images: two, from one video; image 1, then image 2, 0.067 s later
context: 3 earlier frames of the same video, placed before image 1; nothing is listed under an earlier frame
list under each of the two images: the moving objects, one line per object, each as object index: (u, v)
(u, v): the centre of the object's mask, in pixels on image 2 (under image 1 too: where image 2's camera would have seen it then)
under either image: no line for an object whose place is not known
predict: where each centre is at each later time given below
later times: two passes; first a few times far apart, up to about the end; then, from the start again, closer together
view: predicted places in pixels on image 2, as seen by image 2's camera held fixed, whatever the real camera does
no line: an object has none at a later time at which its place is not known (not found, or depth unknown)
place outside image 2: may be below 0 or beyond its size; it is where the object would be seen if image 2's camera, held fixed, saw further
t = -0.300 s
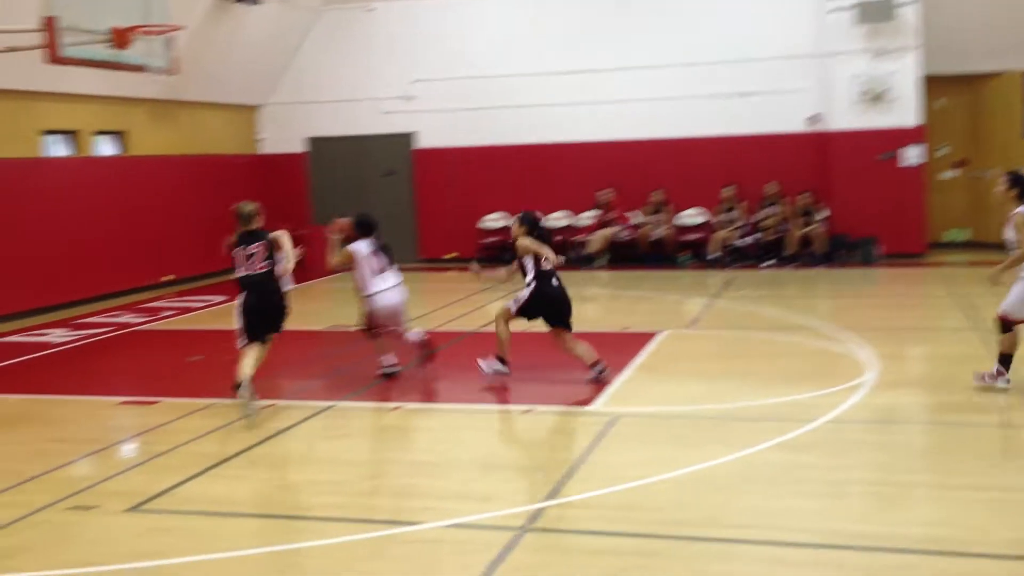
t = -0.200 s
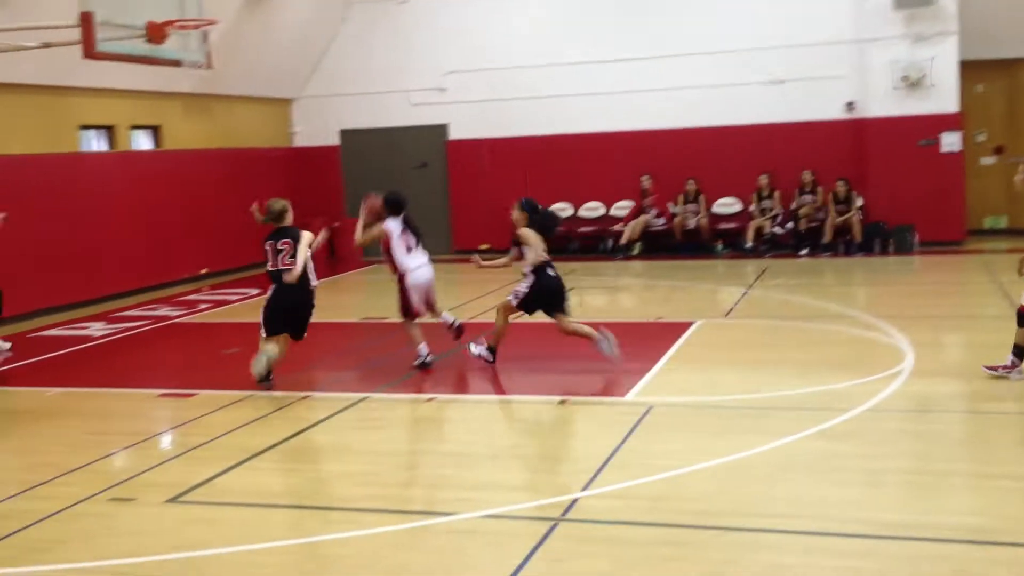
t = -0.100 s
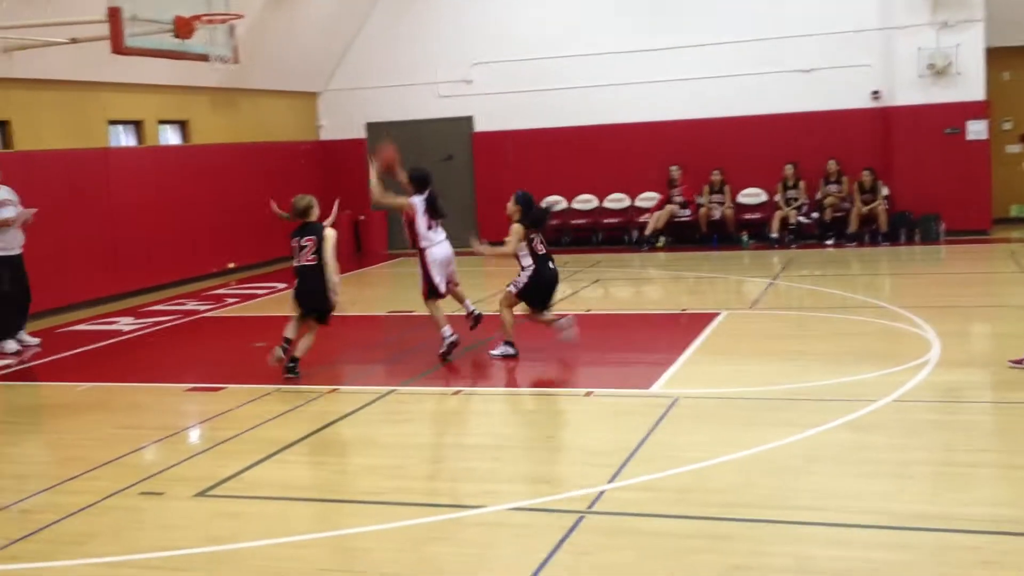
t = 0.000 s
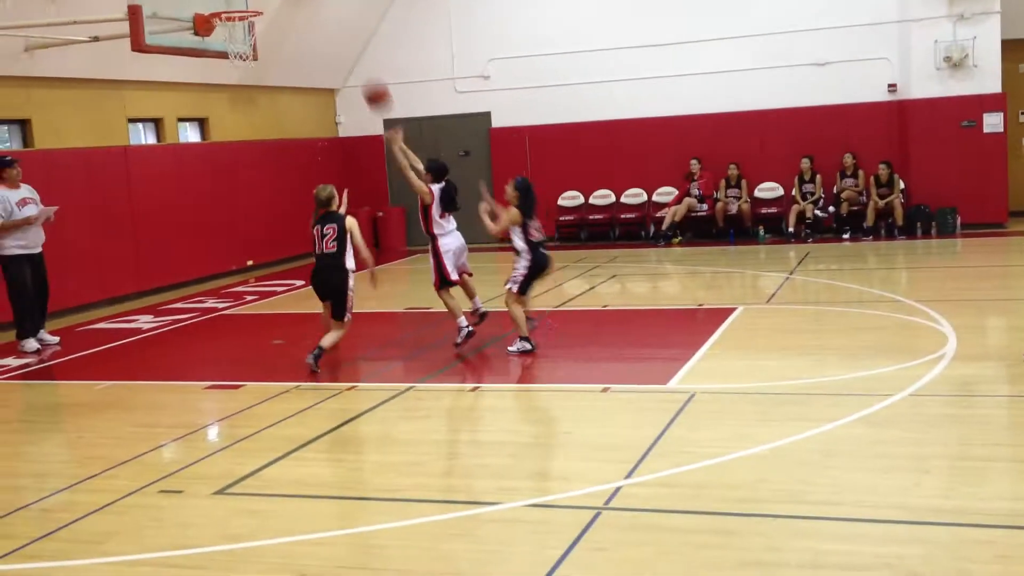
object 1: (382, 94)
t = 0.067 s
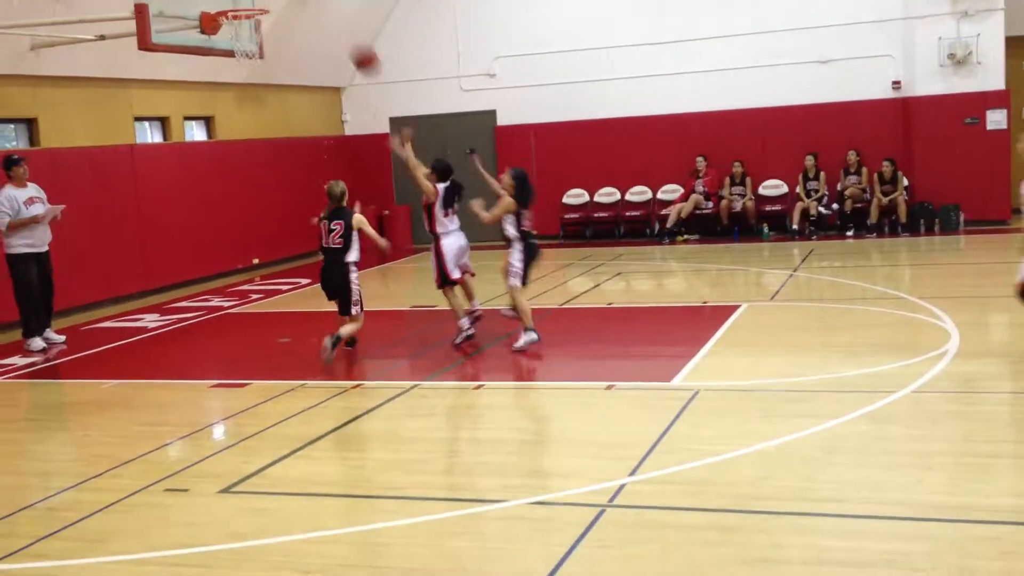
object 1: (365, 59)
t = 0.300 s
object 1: (310, -17)
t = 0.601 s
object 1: (249, -32)
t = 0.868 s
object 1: (244, -23)
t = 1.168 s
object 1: (289, -12)
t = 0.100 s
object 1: (358, 43)
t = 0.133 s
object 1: (350, 29)
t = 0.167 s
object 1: (342, 16)
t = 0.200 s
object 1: (334, 7)
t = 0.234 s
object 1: (326, -1)
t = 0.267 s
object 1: (317, -9)
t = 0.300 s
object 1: (310, -17)
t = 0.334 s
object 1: (303, -26)
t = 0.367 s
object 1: (296, -32)
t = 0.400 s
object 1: (289, -38)
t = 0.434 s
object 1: (282, -42)
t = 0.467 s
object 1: (274, -42)
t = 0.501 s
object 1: (267, -41)
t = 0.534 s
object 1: (261, -38)
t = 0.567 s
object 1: (255, -36)
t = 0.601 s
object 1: (249, -32)
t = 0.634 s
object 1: (245, -27)
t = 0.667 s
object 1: (239, -19)
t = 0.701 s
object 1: (234, -11)
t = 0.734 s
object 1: (229, -4)
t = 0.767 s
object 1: (231, -5)
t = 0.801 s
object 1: (235, -12)
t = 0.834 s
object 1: (239, -18)
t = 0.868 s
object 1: (244, -23)
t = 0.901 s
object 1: (249, -27)
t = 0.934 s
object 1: (254, -30)
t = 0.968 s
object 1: (258, -31)
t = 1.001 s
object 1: (263, -31)
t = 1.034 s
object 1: (268, -30)
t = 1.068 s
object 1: (273, -27)
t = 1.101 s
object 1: (278, -23)
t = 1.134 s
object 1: (284, -18)
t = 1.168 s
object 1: (289, -12)
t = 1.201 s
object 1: (296, -4)
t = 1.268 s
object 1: (308, 15)
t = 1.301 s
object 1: (314, 27)
